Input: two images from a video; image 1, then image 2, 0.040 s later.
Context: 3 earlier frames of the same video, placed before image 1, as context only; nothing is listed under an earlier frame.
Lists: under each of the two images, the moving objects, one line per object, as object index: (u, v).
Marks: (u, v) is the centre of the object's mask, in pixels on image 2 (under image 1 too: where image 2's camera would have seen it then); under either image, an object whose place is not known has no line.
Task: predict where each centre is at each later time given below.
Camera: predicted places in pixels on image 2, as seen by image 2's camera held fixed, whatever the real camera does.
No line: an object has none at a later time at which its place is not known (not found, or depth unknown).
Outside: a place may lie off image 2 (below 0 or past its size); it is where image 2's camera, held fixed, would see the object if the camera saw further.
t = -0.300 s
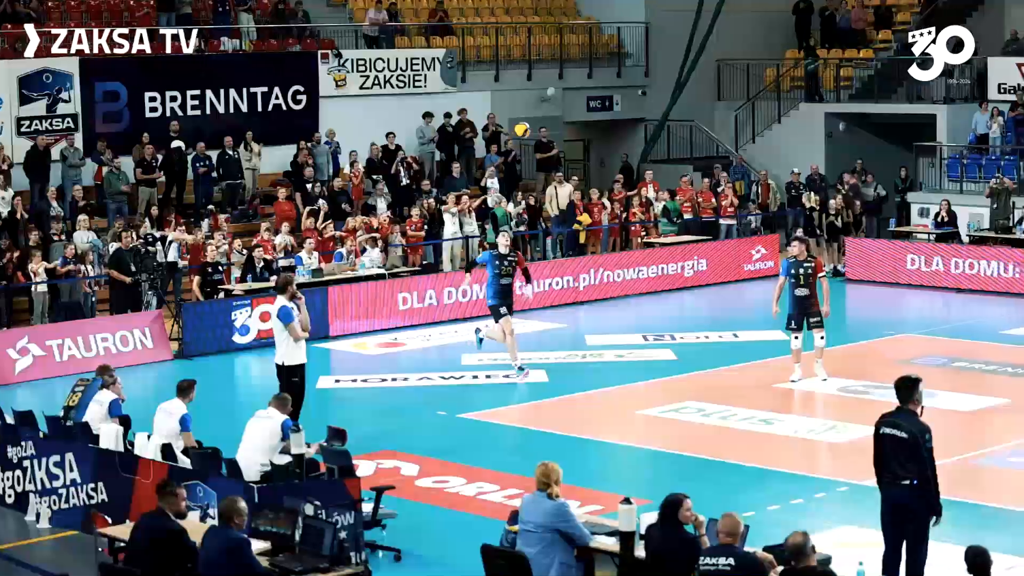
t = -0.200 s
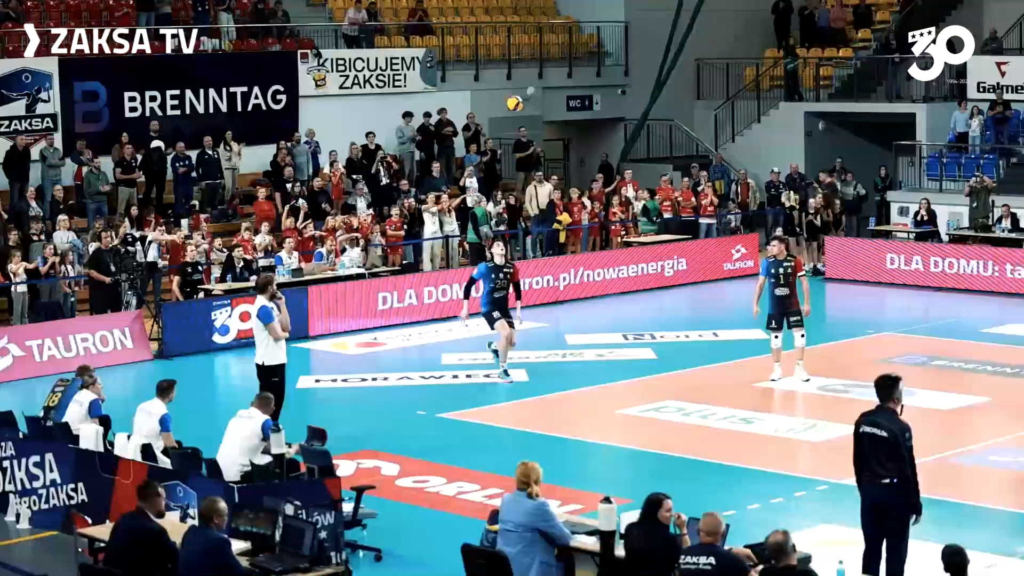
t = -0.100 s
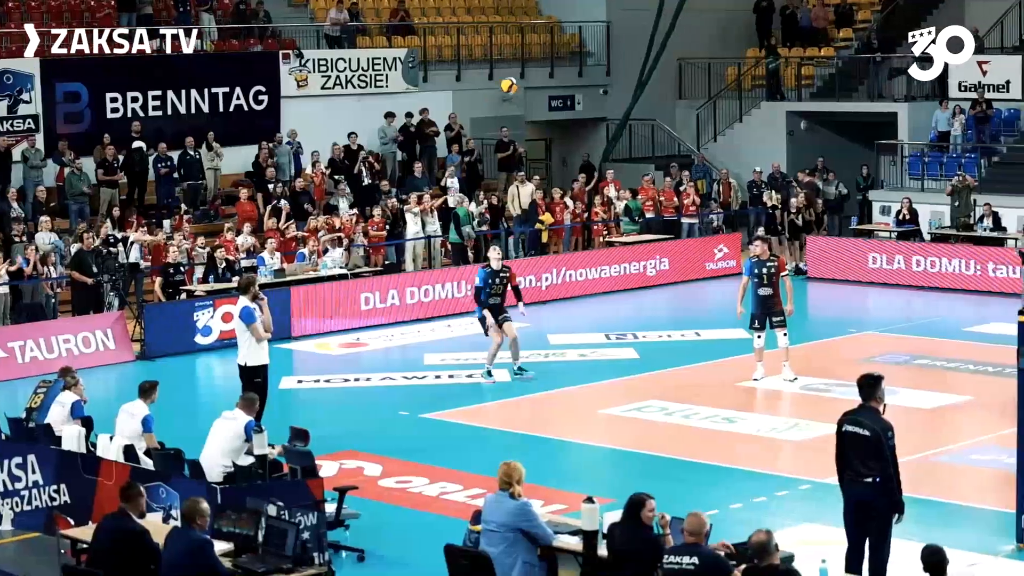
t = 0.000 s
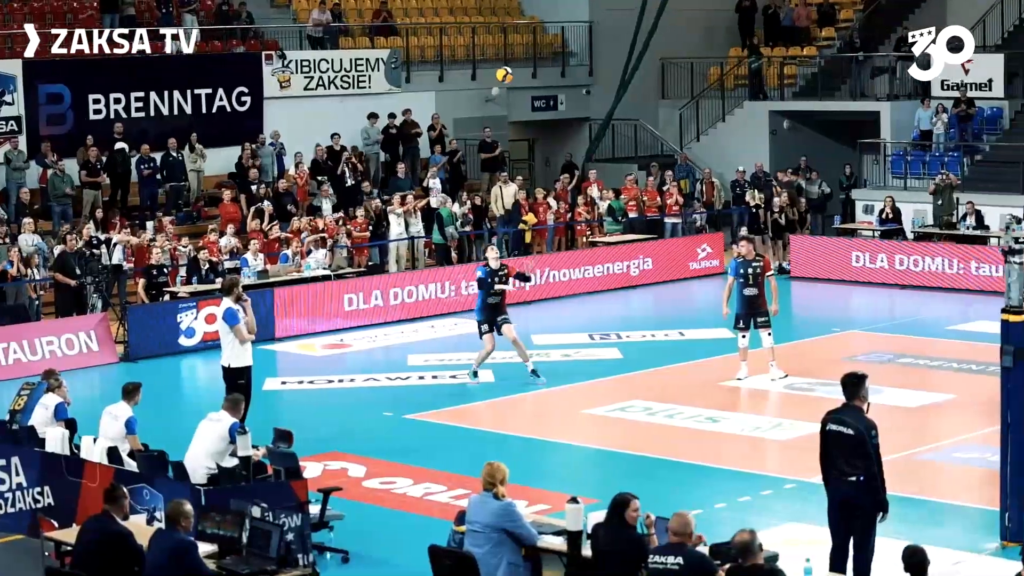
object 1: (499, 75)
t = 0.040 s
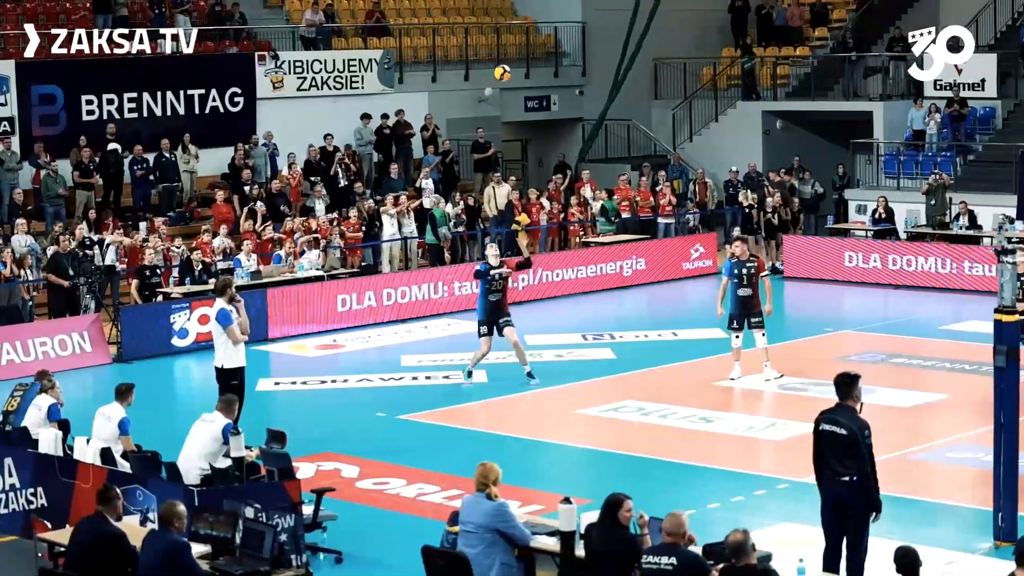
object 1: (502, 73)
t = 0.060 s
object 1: (504, 73)
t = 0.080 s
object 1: (505, 72)
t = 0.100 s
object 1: (506, 72)
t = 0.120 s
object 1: (508, 73)
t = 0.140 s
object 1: (509, 73)
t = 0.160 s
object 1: (511, 74)
